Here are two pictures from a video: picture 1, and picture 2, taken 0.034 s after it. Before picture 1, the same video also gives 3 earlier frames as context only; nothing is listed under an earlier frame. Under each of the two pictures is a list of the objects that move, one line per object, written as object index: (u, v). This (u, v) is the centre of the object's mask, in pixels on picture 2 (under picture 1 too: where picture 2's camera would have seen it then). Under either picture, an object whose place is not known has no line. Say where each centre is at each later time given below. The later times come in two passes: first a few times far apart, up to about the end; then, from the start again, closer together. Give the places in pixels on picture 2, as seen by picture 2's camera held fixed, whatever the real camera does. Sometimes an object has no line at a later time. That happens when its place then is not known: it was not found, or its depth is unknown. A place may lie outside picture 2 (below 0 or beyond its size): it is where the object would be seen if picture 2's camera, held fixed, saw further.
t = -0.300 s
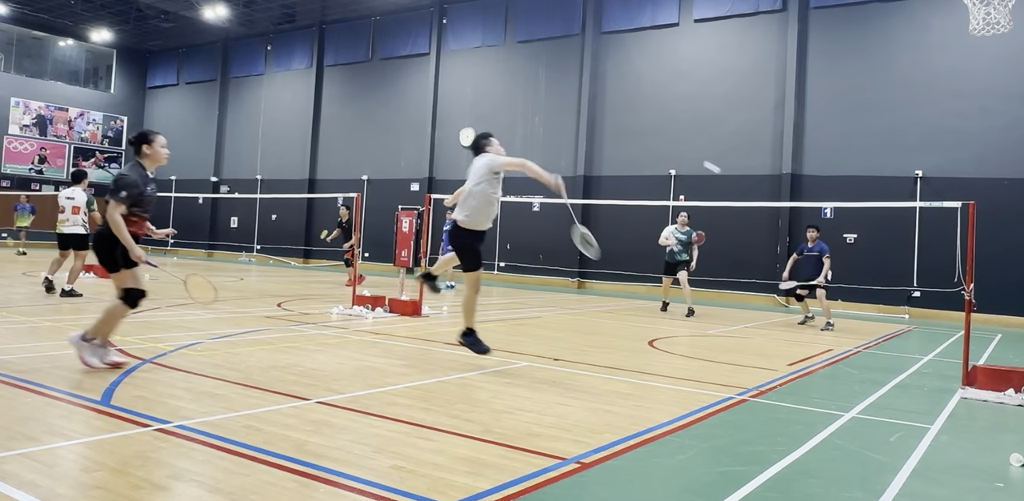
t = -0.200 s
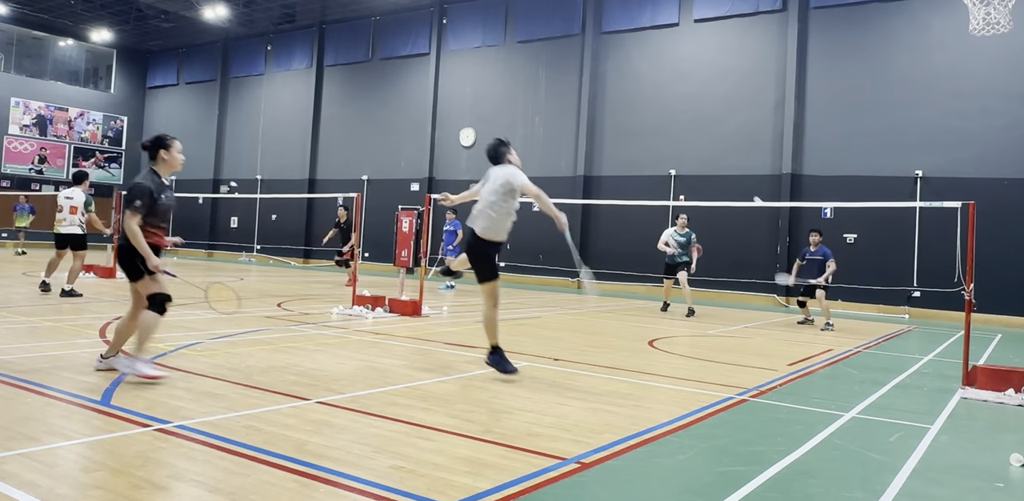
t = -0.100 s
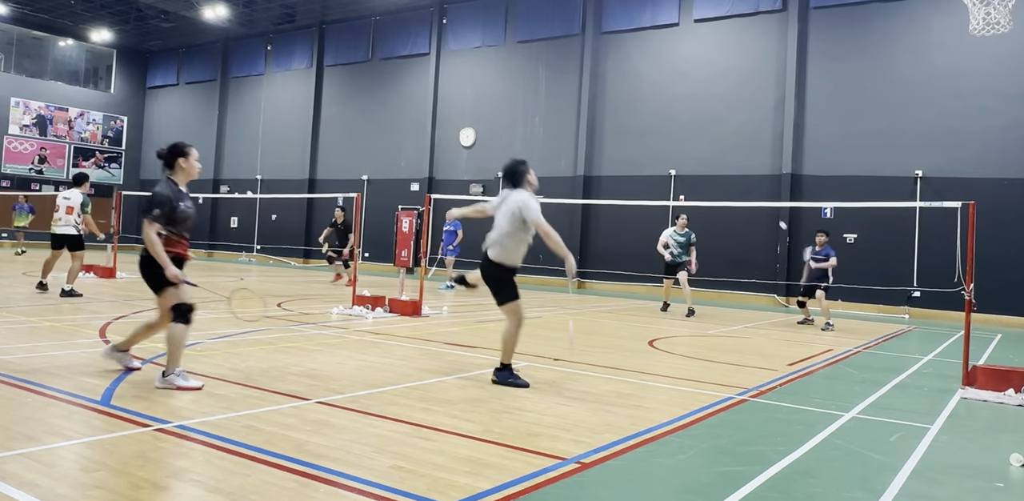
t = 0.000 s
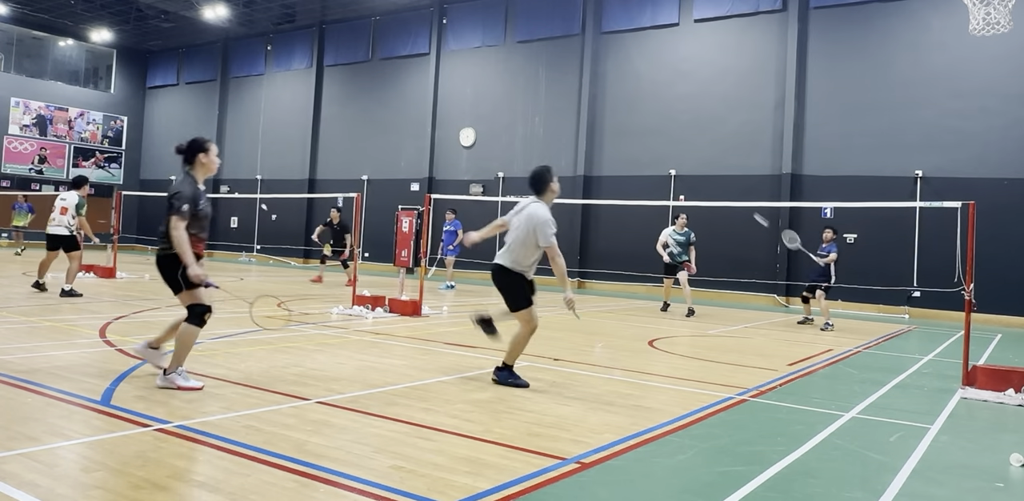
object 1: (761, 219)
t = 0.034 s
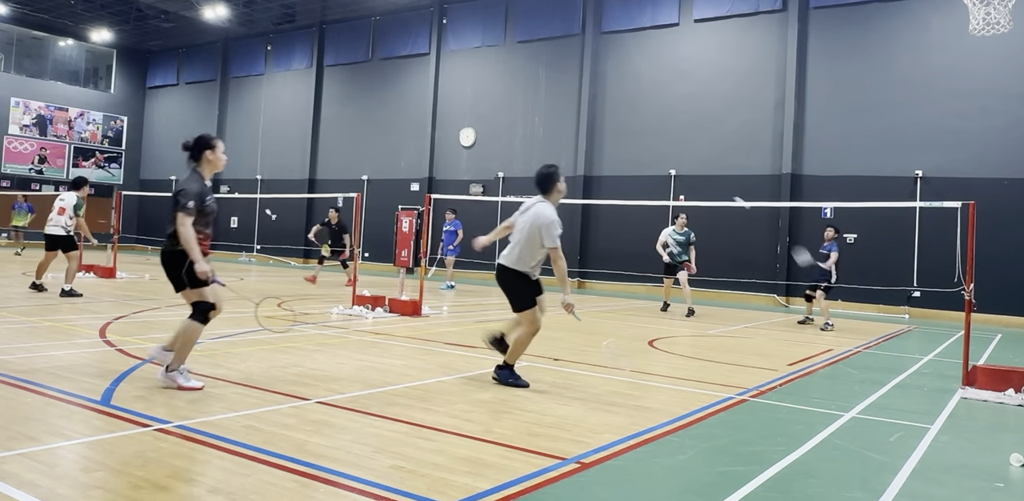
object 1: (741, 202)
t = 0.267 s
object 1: (614, 137)
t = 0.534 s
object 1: (494, 131)
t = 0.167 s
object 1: (665, 158)
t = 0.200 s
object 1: (647, 150)
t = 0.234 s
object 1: (630, 143)
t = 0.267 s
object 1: (614, 137)
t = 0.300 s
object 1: (598, 133)
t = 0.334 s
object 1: (583, 129)
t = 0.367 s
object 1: (567, 127)
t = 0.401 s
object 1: (552, 126)
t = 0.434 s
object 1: (537, 126)
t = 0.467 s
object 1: (523, 127)
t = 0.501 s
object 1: (509, 128)
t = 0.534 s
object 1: (494, 131)
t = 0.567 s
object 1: (481, 135)
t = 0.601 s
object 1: (459, 144)
